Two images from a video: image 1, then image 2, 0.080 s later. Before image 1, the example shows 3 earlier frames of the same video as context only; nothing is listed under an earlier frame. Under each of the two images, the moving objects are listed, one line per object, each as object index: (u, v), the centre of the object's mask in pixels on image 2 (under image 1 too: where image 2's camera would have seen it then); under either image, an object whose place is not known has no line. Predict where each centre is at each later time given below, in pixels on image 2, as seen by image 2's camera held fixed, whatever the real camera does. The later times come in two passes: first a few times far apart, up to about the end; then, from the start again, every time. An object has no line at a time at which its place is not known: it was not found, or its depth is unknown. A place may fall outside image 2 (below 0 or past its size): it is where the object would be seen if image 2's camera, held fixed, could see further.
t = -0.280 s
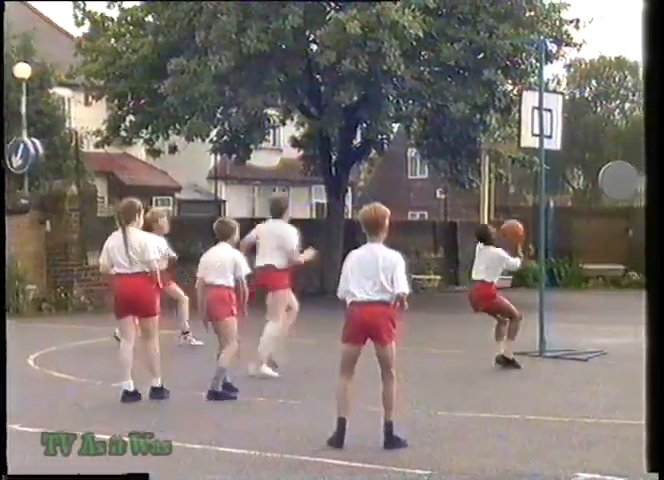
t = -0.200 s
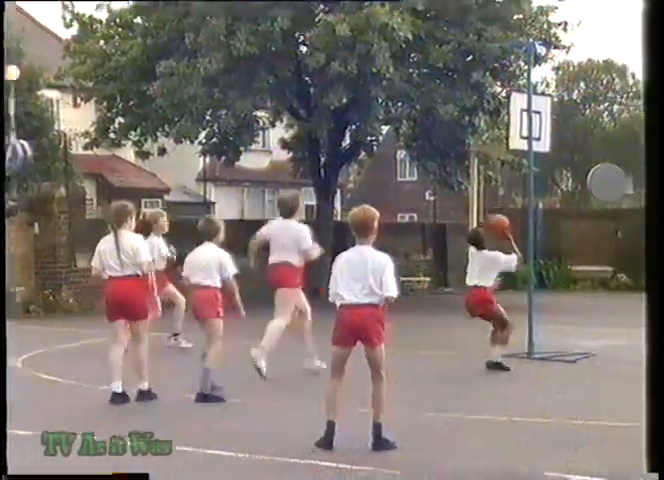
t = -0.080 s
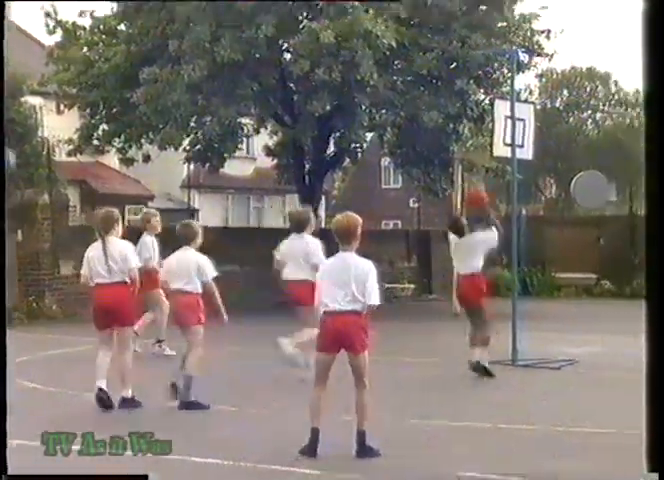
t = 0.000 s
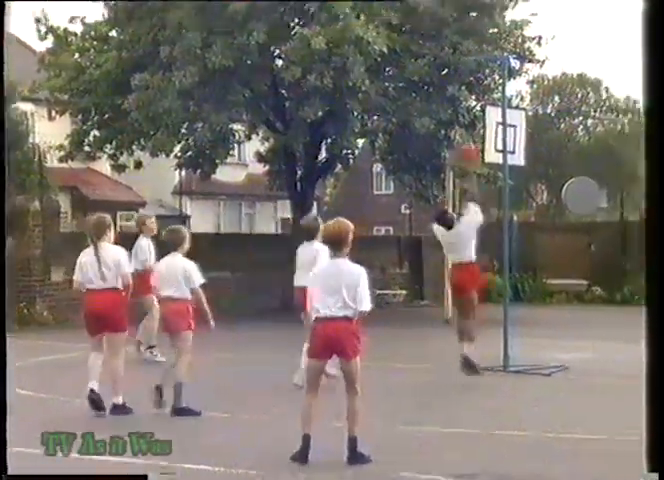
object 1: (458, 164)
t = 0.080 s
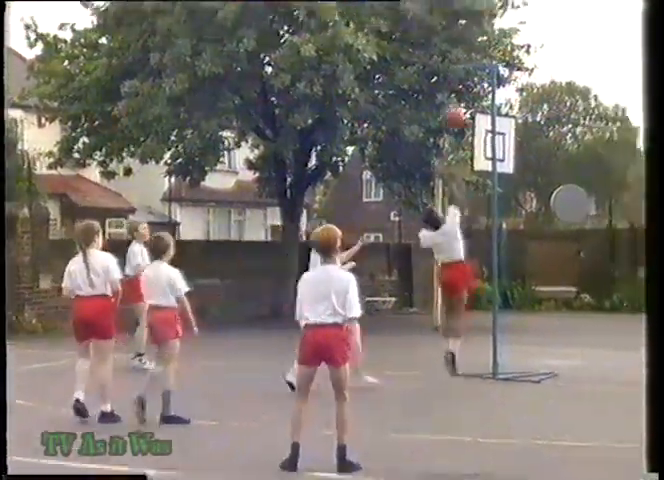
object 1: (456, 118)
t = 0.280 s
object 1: (451, 37)
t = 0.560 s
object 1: (448, 5)
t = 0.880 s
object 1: (446, 62)
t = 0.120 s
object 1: (452, 97)
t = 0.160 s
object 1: (452, 78)
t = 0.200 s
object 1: (454, 67)
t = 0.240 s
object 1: (452, 51)
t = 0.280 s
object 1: (451, 37)
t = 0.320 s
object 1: (451, 28)
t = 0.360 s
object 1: (450, 19)
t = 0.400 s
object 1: (449, 12)
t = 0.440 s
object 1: (449, 7)
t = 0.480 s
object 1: (449, 7)
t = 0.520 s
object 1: (449, 5)
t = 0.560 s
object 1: (448, 5)
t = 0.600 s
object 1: (448, 6)
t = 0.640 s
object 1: (447, 8)
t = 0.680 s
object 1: (447, 14)
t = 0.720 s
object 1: (446, 20)
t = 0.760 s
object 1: (446, 28)
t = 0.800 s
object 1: (446, 36)
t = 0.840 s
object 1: (445, 49)
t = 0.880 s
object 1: (446, 62)
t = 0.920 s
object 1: (446, 77)
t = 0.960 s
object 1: (445, 94)
